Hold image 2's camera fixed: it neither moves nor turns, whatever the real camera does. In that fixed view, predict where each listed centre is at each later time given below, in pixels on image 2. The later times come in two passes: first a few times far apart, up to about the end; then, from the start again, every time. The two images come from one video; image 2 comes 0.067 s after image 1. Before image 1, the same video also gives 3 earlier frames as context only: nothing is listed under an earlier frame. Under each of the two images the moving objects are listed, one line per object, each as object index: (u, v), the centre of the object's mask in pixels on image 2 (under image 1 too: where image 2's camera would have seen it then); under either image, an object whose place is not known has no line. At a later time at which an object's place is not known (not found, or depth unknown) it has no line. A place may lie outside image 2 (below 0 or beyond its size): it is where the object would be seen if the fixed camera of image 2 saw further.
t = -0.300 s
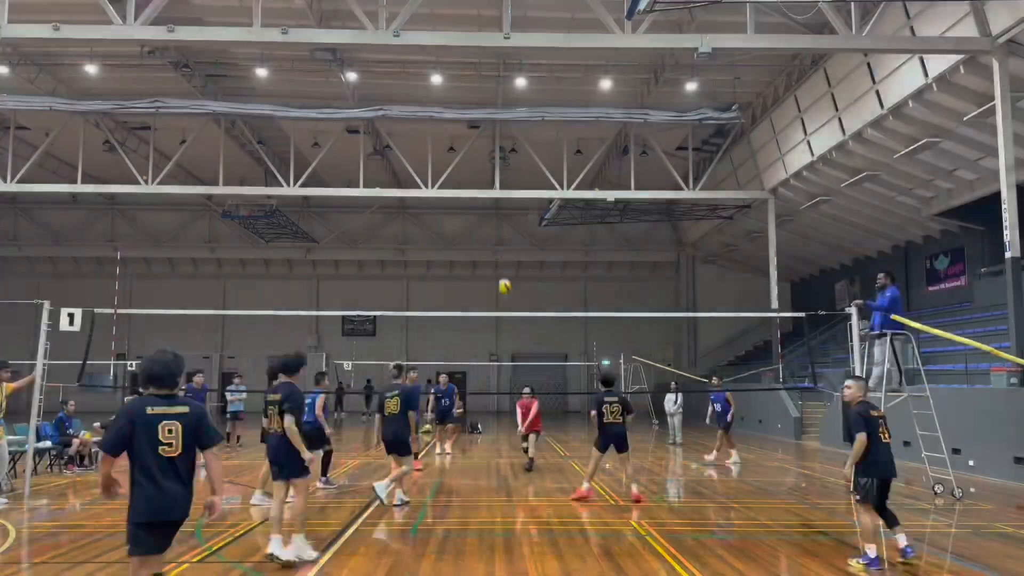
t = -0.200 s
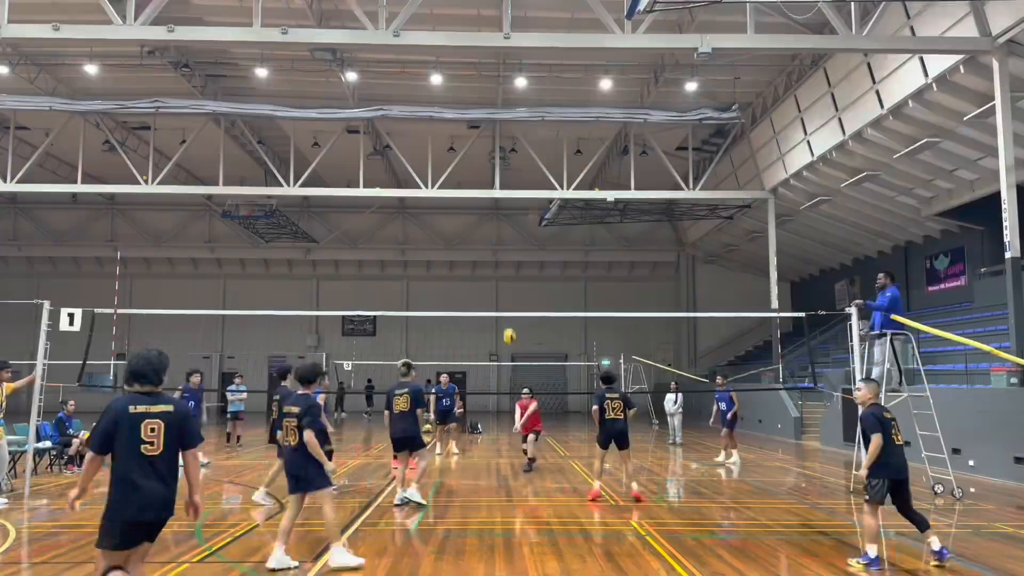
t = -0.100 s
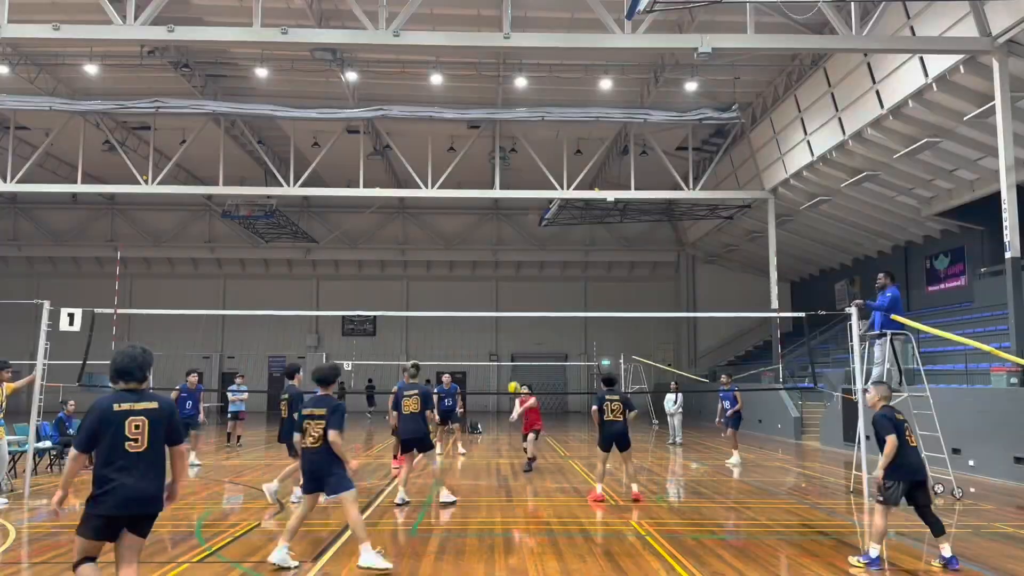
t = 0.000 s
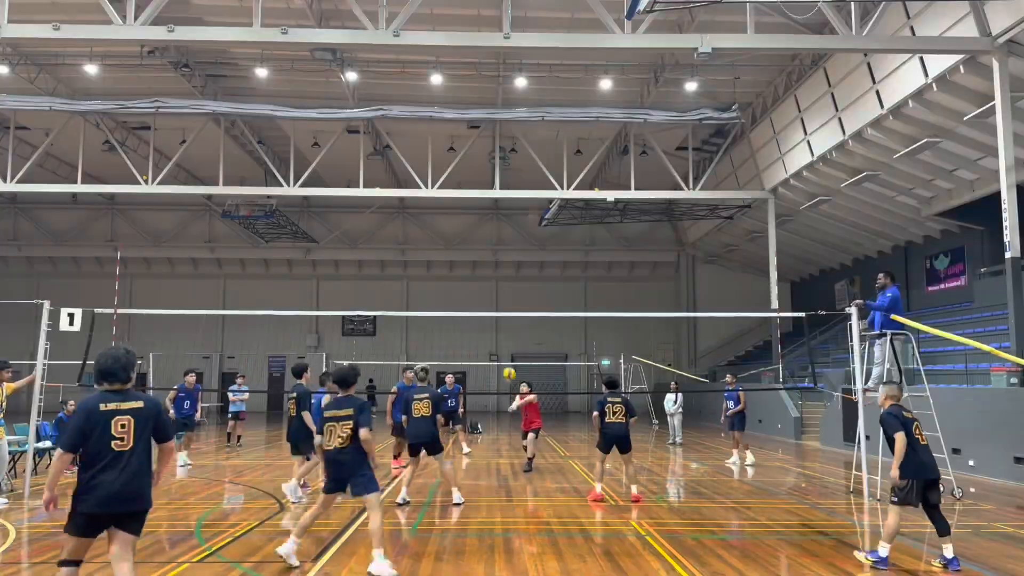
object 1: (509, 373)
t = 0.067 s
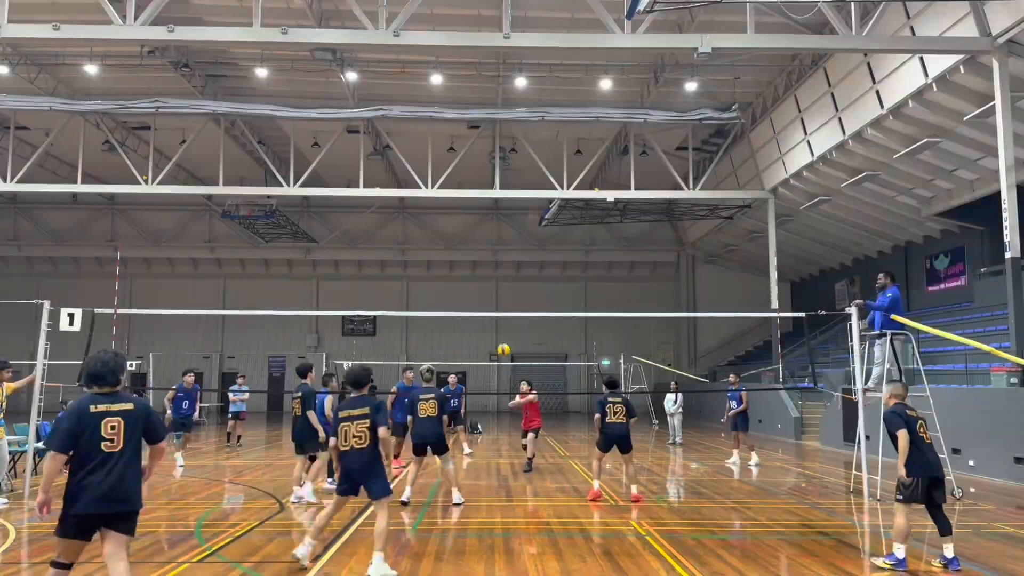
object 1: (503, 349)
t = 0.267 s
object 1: (485, 293)
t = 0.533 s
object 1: (463, 252)
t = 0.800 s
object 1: (437, 255)
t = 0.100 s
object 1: (501, 339)
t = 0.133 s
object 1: (498, 328)
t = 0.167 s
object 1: (495, 320)
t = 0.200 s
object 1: (492, 308)
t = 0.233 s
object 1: (489, 301)
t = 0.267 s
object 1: (485, 293)
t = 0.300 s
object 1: (483, 286)
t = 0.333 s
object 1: (480, 279)
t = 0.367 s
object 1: (477, 273)
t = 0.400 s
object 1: (474, 267)
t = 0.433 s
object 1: (471, 262)
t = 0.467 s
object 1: (468, 258)
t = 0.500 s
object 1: (465, 255)
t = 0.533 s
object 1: (463, 252)
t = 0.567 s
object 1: (458, 250)
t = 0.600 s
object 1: (456, 249)
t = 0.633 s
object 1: (453, 248)
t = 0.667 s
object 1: (450, 248)
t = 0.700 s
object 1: (446, 248)
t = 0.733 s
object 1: (443, 249)
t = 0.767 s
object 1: (440, 252)
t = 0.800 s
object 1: (437, 255)
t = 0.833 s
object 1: (433, 258)
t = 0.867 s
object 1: (429, 262)
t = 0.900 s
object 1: (426, 267)
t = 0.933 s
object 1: (423, 273)
